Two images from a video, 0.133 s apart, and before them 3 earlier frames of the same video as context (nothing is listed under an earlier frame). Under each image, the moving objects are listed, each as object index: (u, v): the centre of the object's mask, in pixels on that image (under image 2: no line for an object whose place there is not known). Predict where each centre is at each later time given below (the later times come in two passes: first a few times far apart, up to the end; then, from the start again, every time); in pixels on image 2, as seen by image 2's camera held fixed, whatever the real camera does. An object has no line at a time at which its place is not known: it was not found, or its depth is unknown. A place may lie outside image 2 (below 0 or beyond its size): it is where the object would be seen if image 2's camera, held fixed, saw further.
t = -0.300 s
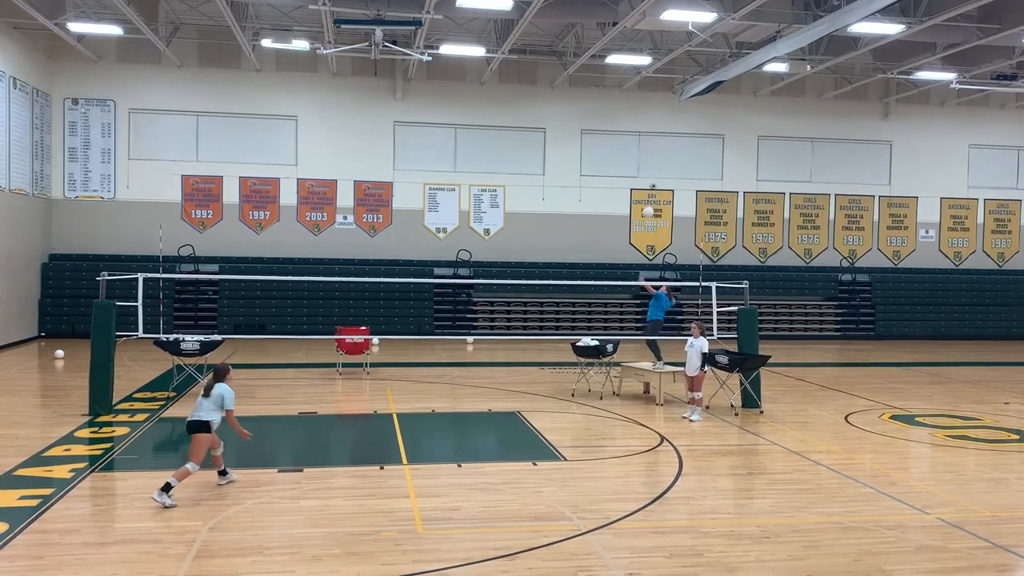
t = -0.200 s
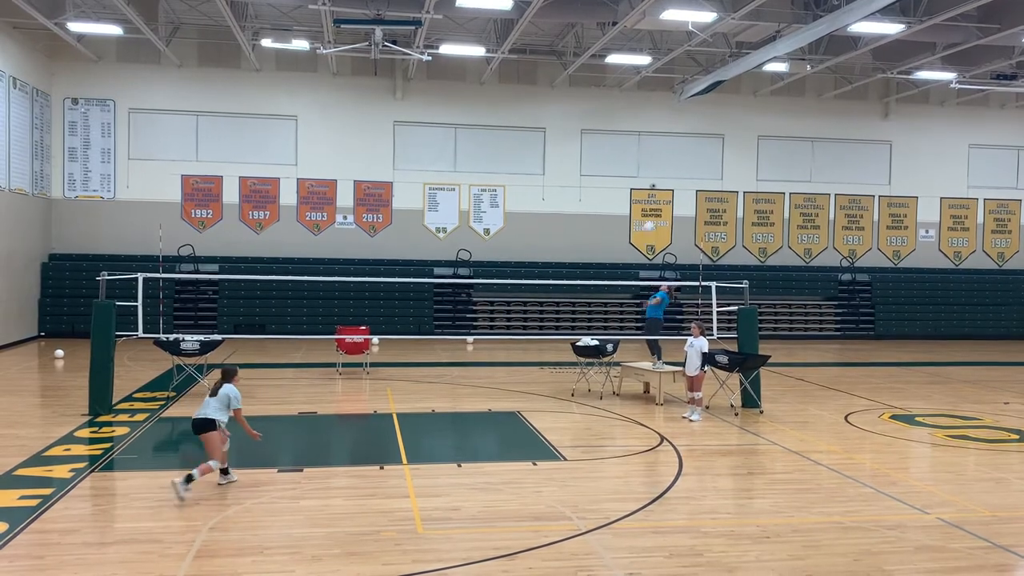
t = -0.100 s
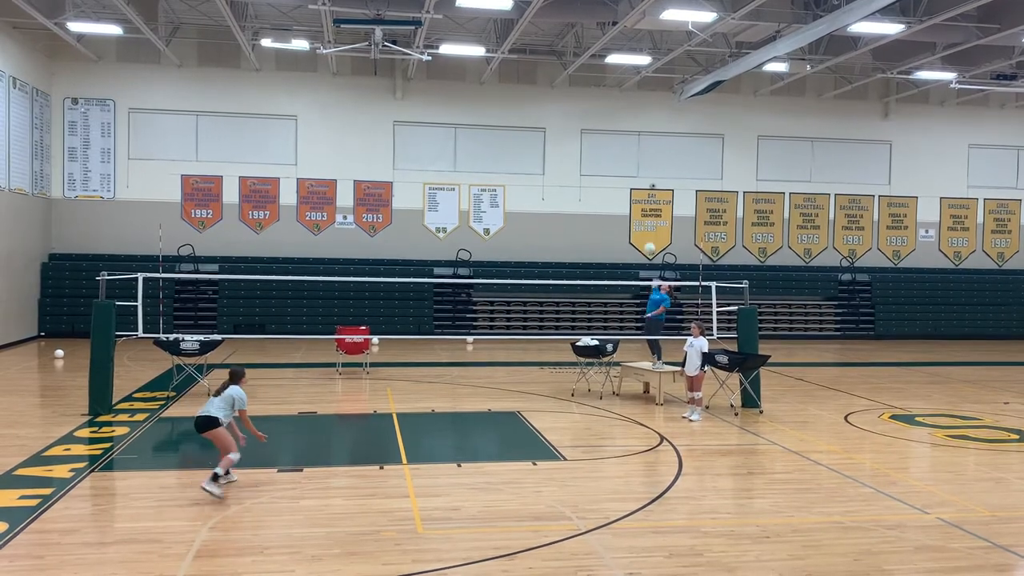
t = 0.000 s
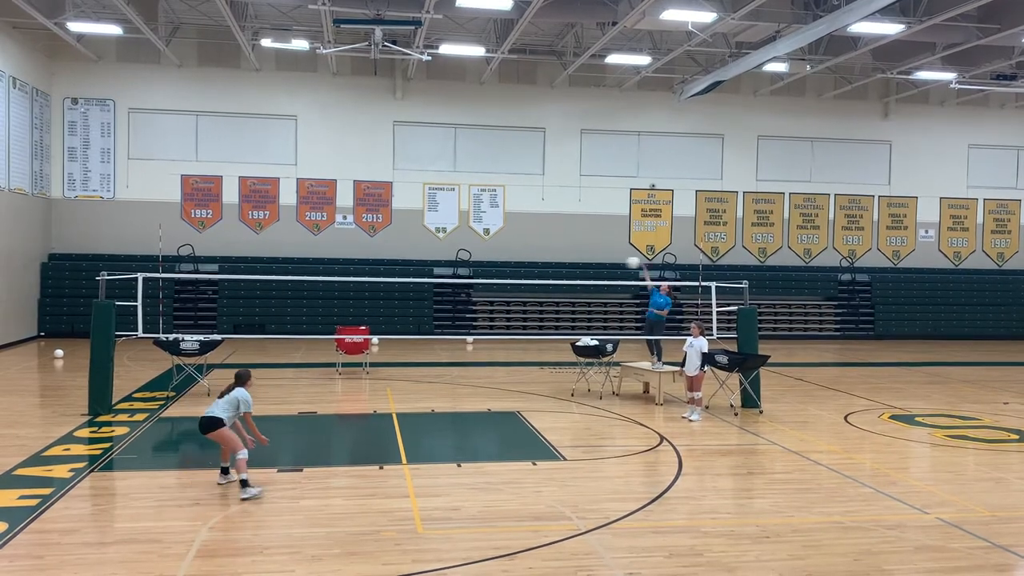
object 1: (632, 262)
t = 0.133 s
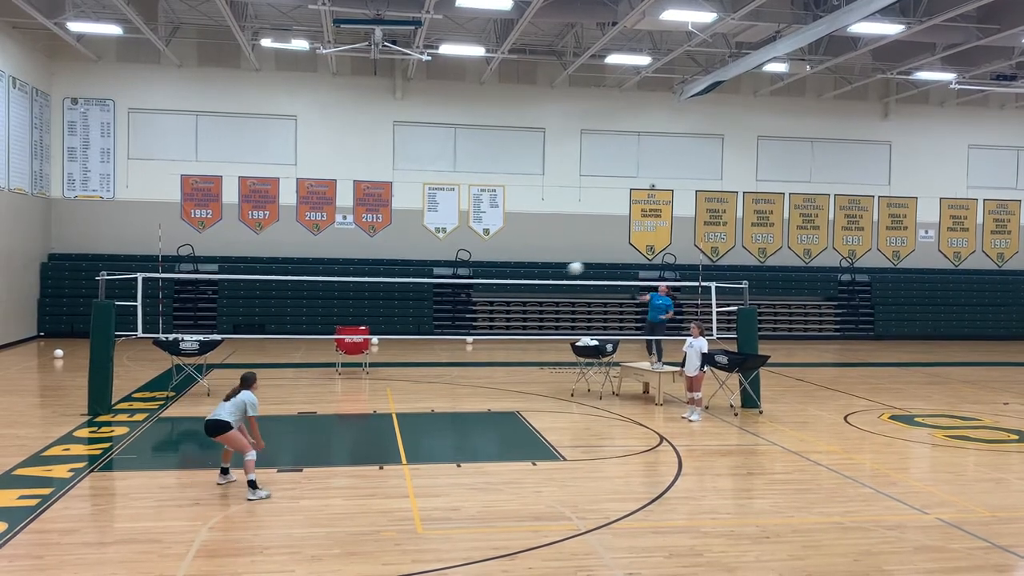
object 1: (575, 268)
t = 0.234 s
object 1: (527, 282)
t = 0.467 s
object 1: (389, 359)
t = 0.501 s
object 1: (366, 376)
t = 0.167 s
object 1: (560, 272)
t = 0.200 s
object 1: (544, 276)
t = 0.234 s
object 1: (527, 282)
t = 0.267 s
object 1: (509, 289)
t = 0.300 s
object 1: (492, 297)
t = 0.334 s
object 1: (472, 307)
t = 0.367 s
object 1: (453, 317)
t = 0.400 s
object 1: (433, 329)
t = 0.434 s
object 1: (412, 343)
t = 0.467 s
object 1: (389, 359)
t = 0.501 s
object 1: (366, 376)
